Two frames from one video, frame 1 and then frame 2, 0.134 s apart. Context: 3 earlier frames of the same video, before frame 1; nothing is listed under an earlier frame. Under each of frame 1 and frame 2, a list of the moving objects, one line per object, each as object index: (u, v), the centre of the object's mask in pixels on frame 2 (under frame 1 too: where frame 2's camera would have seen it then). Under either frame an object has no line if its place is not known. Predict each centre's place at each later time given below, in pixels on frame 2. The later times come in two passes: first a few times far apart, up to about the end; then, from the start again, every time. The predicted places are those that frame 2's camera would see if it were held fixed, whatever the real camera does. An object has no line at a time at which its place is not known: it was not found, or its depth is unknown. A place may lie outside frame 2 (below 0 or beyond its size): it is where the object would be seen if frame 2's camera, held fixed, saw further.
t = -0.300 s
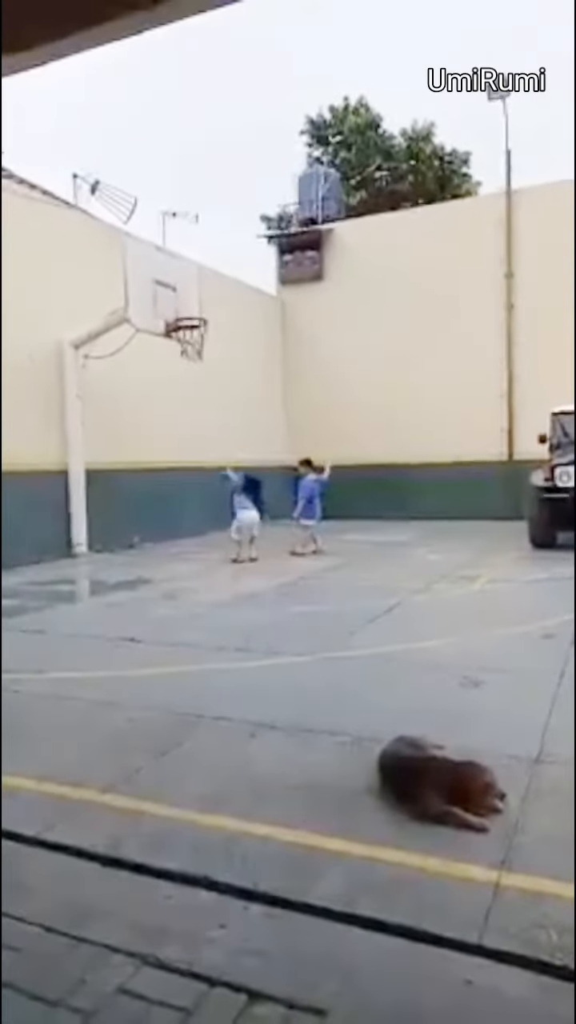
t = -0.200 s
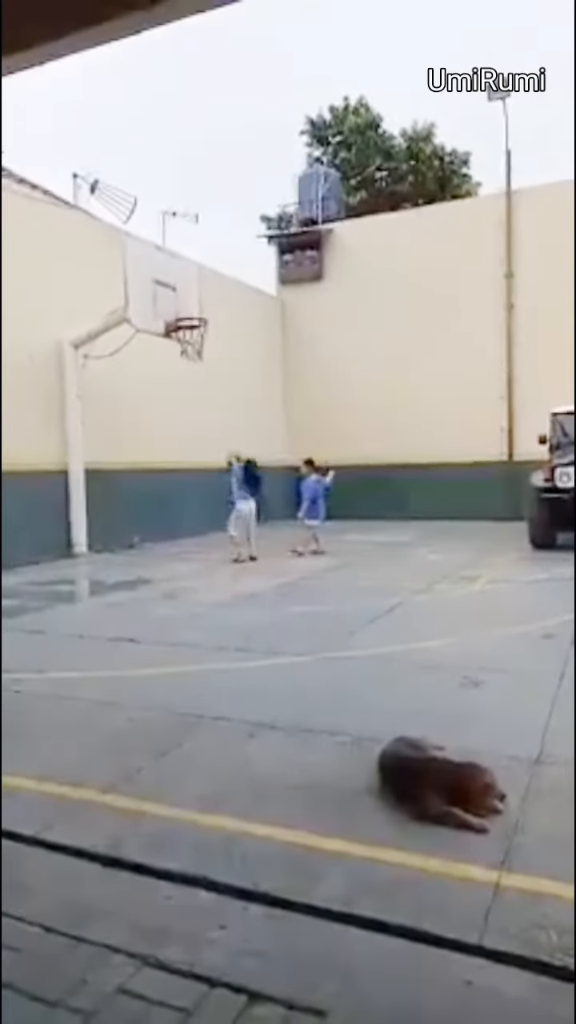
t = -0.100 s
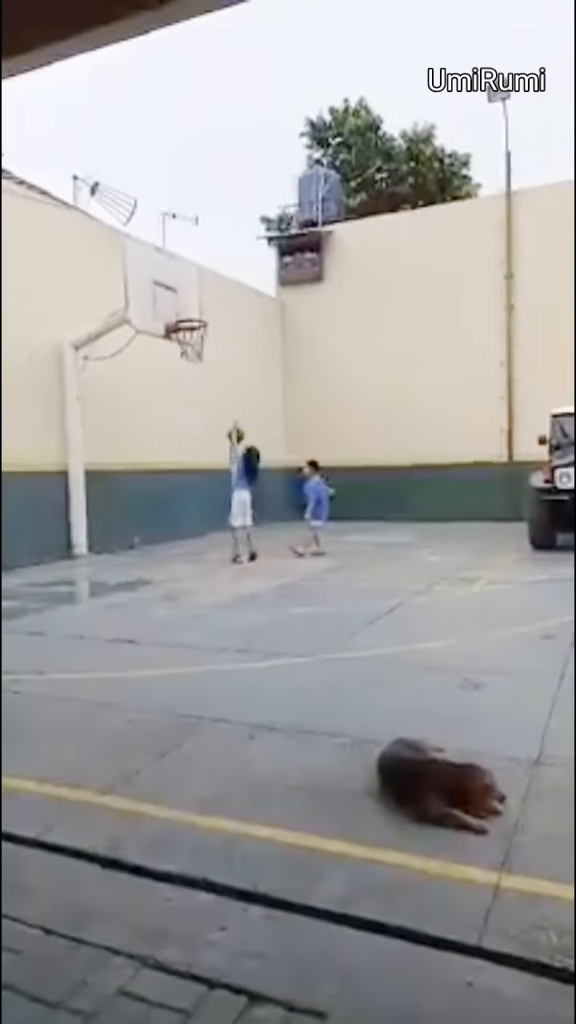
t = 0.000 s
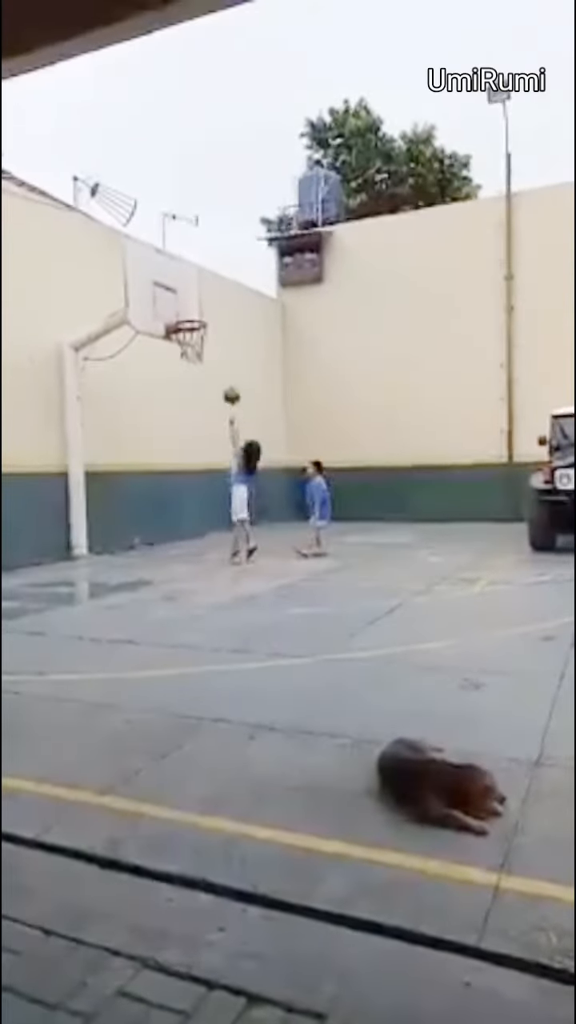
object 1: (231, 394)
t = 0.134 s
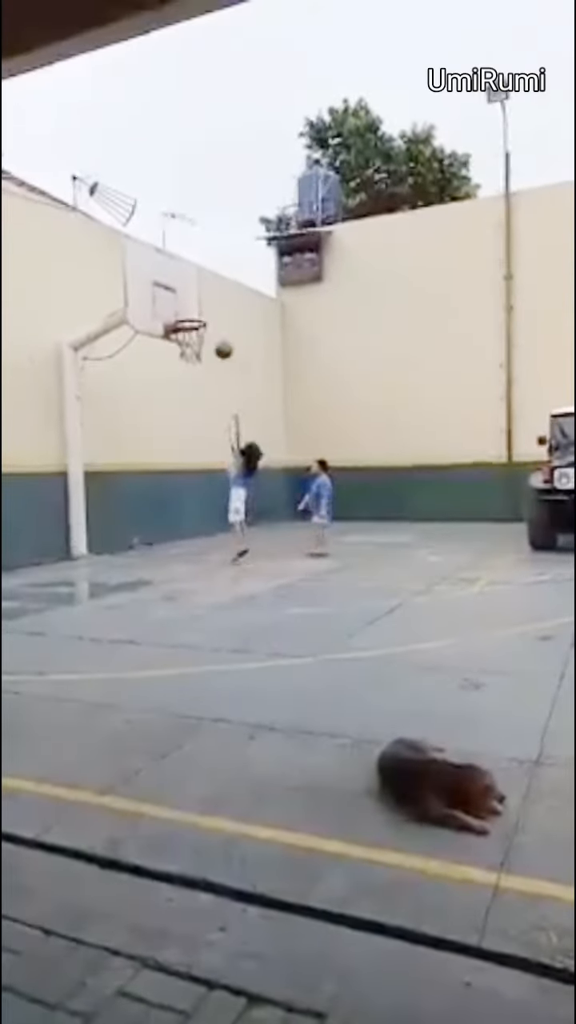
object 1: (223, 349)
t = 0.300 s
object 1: (216, 312)
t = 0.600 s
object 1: (203, 297)
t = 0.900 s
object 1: (190, 322)
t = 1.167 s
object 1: (189, 359)
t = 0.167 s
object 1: (222, 339)
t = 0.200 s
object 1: (220, 332)
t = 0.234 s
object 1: (219, 324)
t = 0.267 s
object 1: (217, 318)
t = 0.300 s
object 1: (216, 312)
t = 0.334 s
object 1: (215, 307)
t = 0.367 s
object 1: (213, 303)
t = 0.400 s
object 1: (212, 300)
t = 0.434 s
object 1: (210, 298)
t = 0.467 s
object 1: (209, 296)
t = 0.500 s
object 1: (207, 296)
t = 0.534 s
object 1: (206, 295)
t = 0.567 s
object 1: (205, 296)
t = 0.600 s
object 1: (203, 297)
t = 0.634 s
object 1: (203, 300)
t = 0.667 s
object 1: (201, 303)
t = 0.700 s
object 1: (200, 307)
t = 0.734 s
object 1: (199, 312)
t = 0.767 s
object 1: (198, 314)
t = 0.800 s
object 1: (196, 315)
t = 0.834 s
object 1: (194, 317)
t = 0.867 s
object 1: (191, 320)
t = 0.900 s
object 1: (190, 322)
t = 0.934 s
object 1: (188, 325)
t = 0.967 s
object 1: (187, 329)
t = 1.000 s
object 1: (185, 335)
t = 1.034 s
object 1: (185, 338)
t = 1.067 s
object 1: (185, 343)
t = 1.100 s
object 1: (185, 349)
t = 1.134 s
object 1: (188, 353)
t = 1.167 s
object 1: (189, 359)
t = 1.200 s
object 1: (189, 368)
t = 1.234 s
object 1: (191, 376)
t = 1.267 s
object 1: (191, 384)
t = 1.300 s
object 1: (192, 394)
